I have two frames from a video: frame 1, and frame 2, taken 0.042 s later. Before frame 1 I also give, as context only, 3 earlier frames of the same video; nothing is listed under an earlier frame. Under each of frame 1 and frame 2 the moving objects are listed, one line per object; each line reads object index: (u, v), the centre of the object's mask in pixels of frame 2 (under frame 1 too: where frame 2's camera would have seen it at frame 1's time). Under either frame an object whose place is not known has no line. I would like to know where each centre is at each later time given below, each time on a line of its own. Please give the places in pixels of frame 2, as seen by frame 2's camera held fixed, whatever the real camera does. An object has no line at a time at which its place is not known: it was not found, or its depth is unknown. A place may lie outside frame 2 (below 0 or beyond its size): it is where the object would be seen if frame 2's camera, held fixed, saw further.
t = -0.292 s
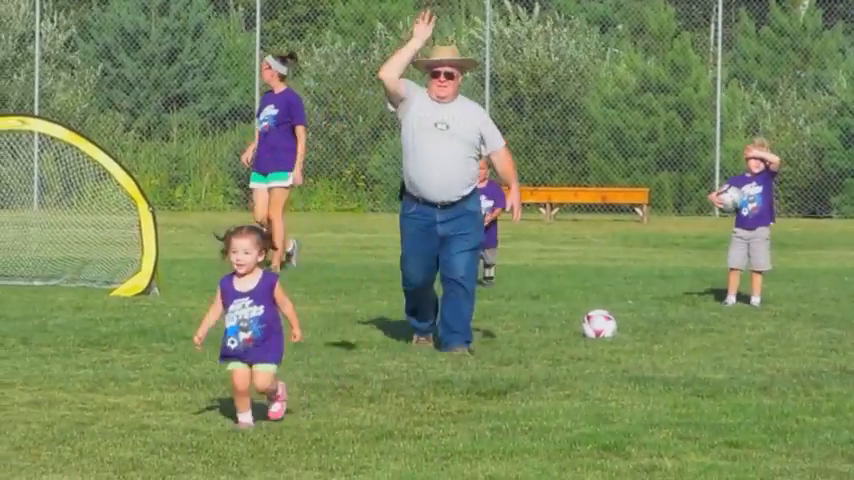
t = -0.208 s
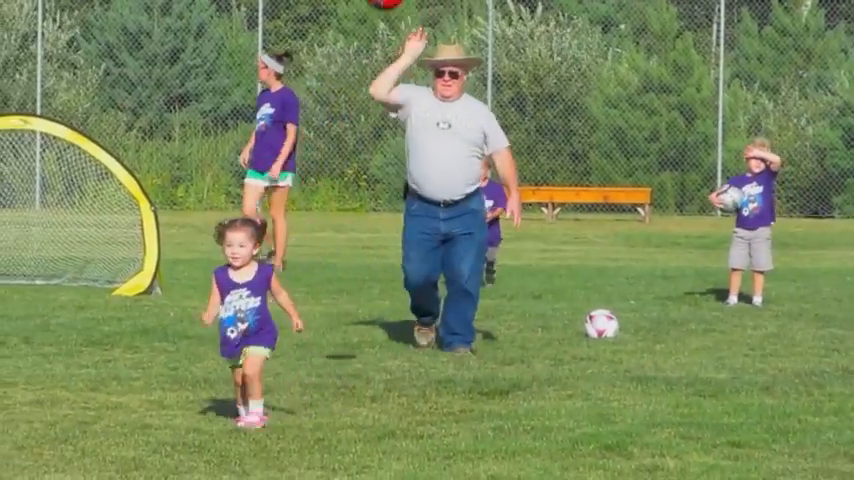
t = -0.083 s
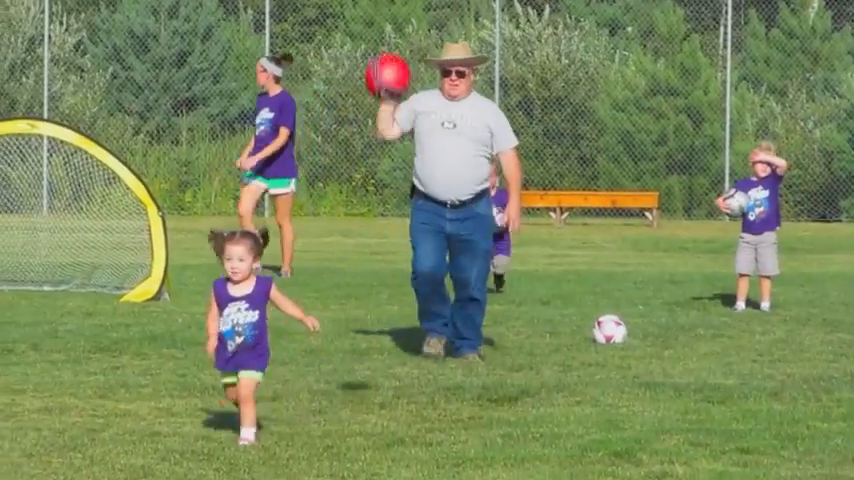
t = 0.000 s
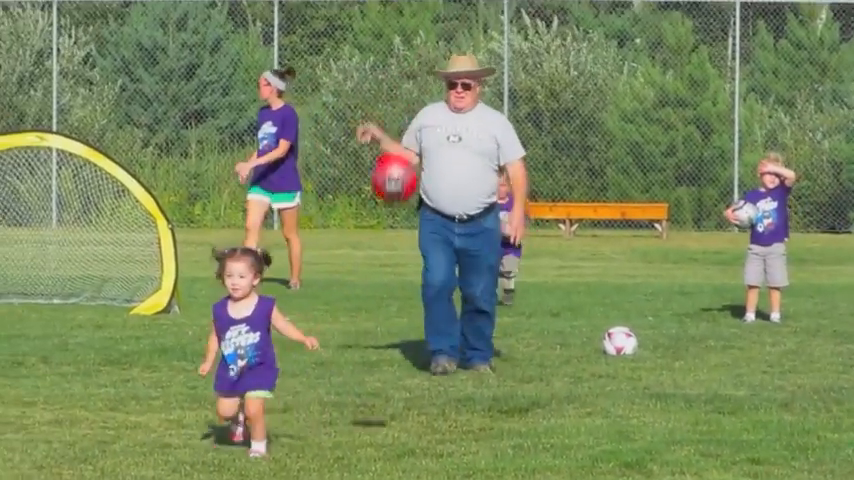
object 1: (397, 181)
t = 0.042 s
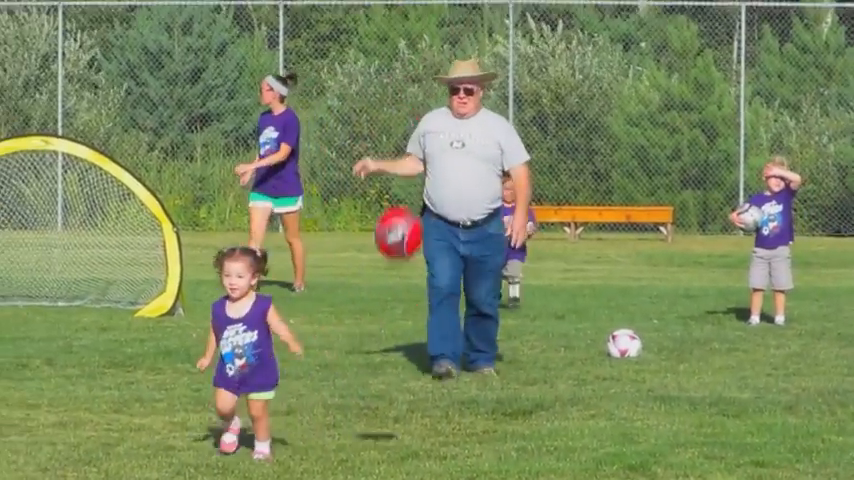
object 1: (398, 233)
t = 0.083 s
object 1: (397, 293)
